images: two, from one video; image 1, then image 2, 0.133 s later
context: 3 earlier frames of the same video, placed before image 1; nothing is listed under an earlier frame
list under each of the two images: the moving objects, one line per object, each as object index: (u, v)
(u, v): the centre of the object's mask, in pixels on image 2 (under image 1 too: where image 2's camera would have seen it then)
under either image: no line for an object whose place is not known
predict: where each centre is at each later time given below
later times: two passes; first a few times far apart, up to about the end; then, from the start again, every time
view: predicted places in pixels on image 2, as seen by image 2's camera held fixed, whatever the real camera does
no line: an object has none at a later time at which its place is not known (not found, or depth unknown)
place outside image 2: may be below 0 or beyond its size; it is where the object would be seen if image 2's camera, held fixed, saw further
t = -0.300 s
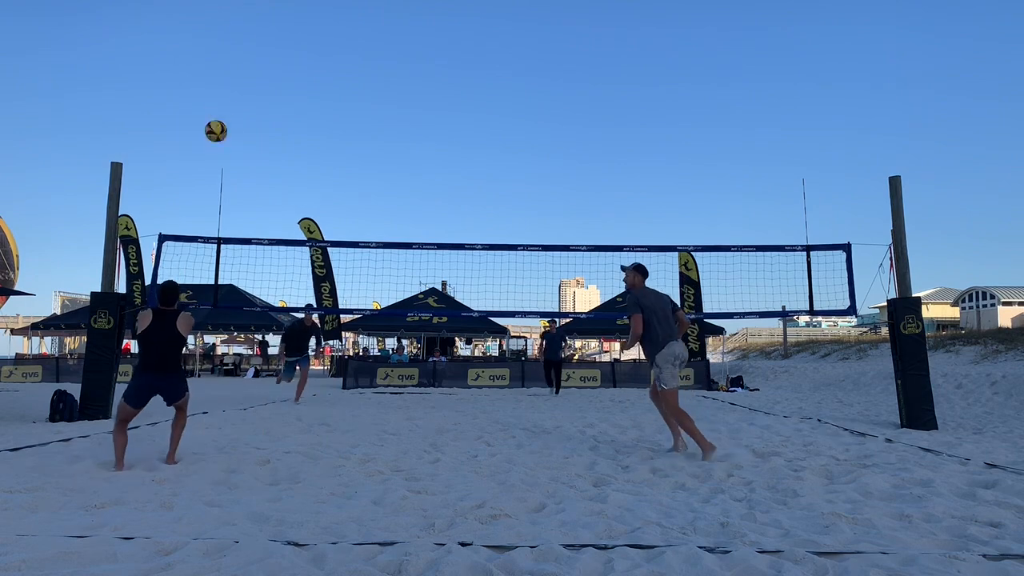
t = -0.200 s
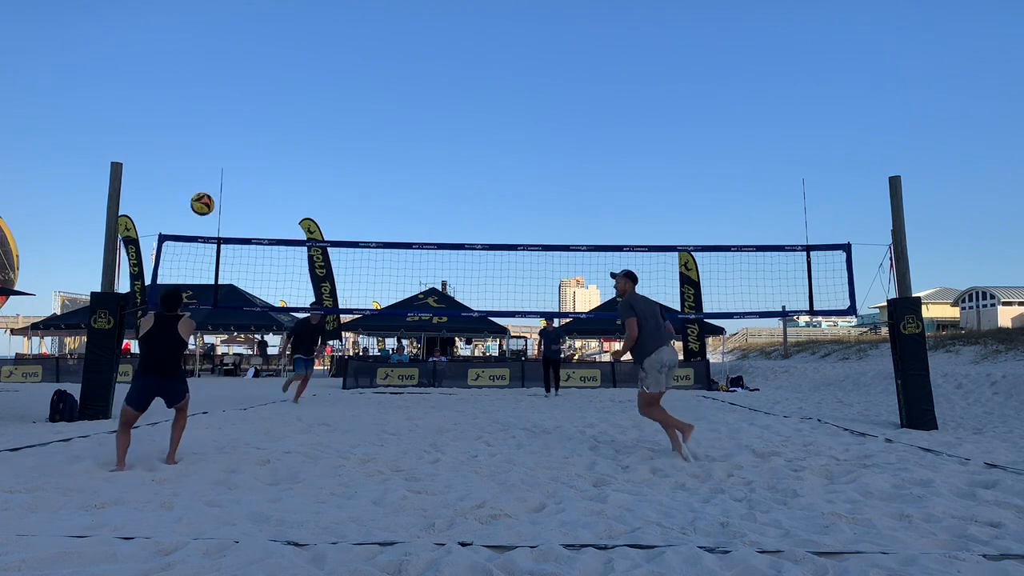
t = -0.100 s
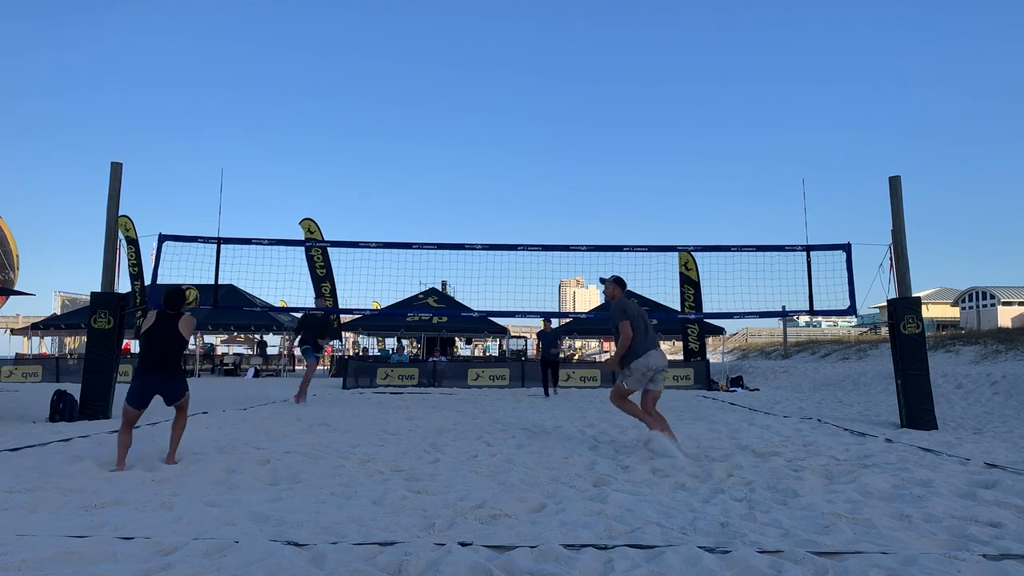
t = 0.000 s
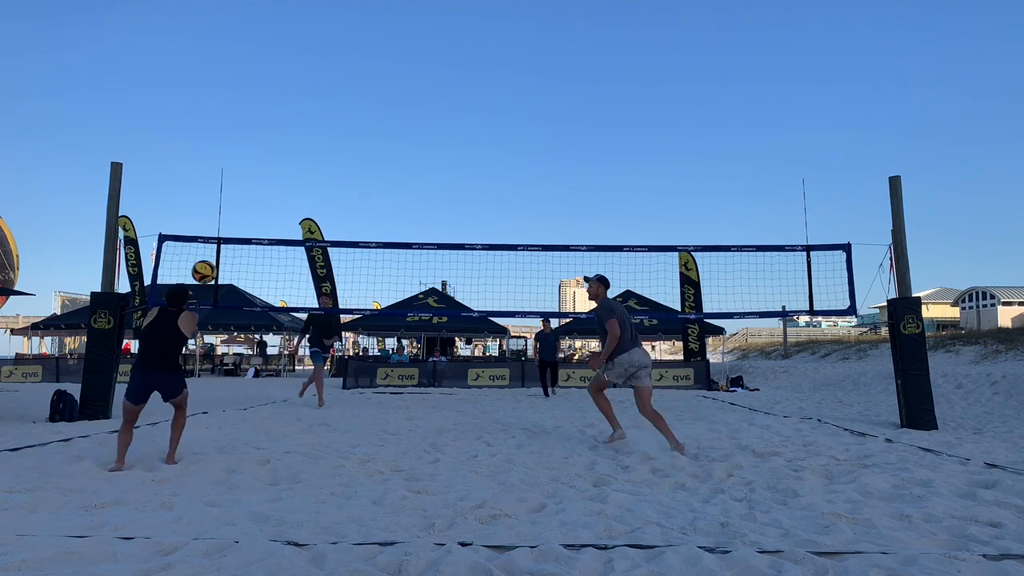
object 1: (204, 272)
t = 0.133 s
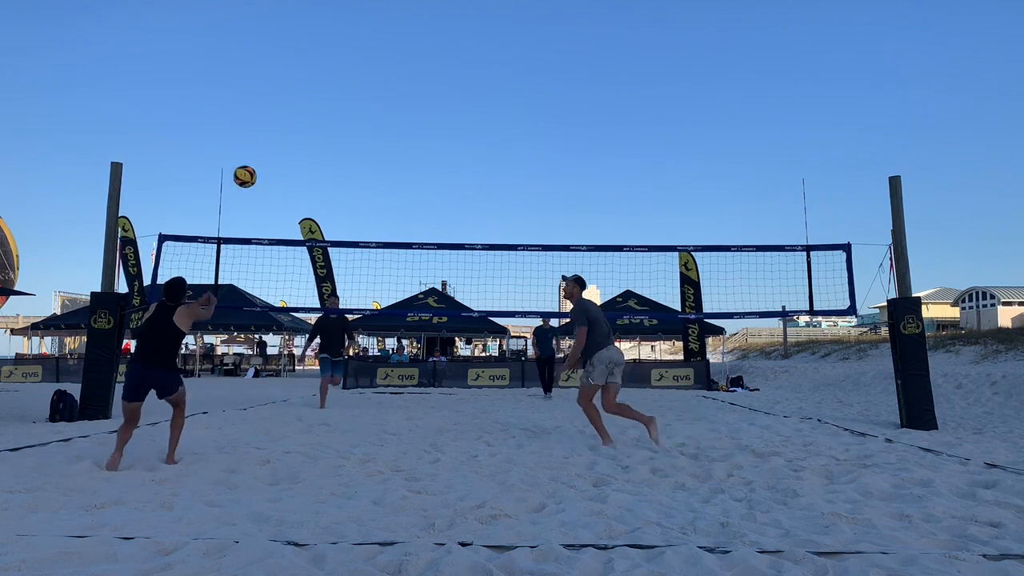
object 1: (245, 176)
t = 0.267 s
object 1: (280, 110)
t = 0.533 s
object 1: (336, 47)
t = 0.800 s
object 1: (381, 52)
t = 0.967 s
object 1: (404, 85)
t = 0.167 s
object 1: (254, 157)
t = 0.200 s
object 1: (263, 140)
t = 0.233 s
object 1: (271, 125)
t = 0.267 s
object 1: (280, 110)
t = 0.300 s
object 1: (288, 98)
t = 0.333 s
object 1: (295, 87)
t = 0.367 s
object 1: (302, 77)
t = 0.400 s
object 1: (309, 69)
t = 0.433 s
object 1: (316, 61)
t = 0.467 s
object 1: (323, 55)
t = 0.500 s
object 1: (330, 50)
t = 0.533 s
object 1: (336, 47)
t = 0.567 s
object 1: (342, 44)
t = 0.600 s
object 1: (348, 42)
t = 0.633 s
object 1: (354, 41)
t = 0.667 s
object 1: (360, 42)
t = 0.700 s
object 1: (365, 43)
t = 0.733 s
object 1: (370, 45)
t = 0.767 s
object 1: (376, 48)
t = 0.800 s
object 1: (381, 52)
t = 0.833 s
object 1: (386, 57)
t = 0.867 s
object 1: (390, 63)
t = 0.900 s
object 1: (395, 70)
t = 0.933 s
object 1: (400, 76)
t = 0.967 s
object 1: (404, 85)
